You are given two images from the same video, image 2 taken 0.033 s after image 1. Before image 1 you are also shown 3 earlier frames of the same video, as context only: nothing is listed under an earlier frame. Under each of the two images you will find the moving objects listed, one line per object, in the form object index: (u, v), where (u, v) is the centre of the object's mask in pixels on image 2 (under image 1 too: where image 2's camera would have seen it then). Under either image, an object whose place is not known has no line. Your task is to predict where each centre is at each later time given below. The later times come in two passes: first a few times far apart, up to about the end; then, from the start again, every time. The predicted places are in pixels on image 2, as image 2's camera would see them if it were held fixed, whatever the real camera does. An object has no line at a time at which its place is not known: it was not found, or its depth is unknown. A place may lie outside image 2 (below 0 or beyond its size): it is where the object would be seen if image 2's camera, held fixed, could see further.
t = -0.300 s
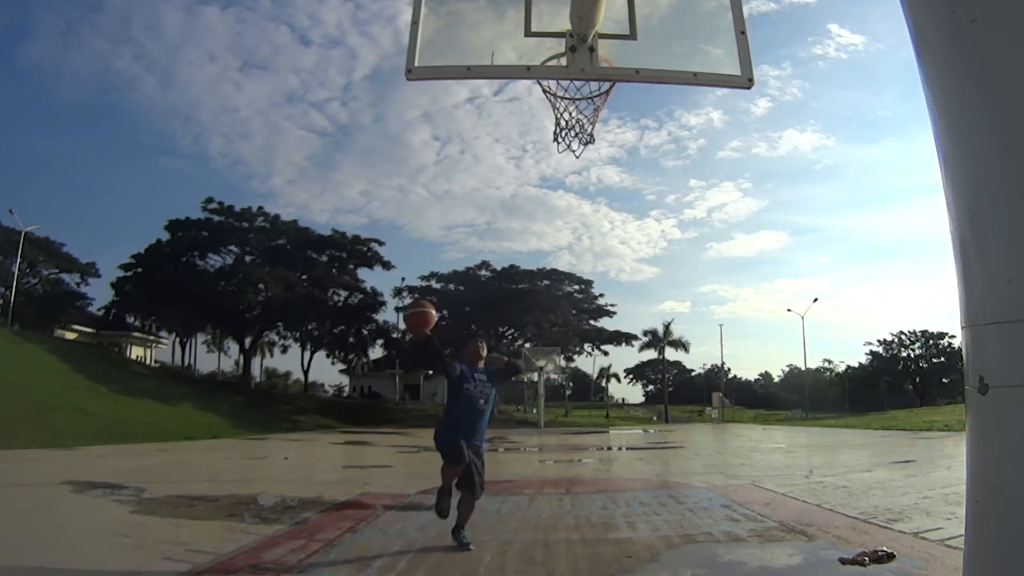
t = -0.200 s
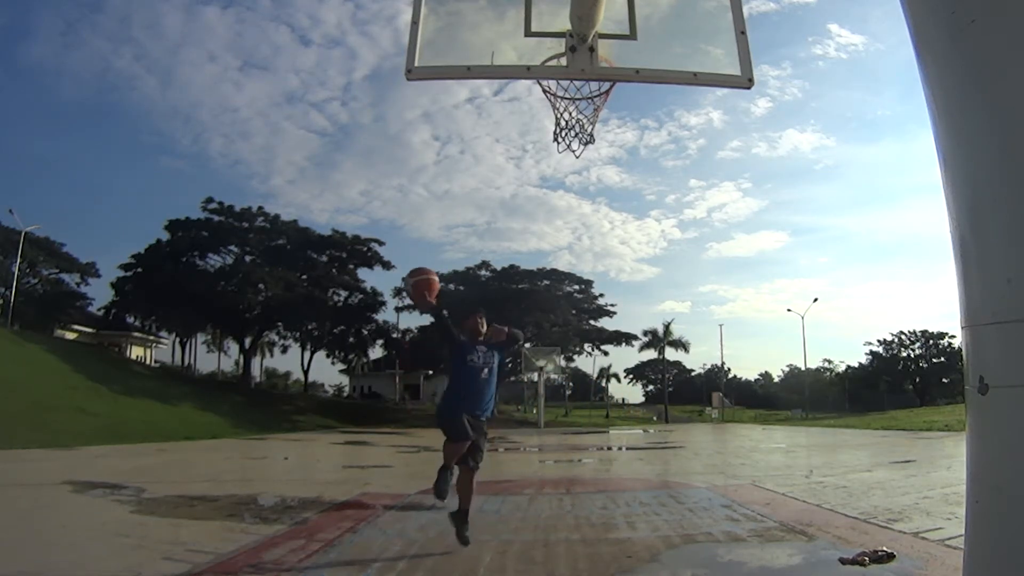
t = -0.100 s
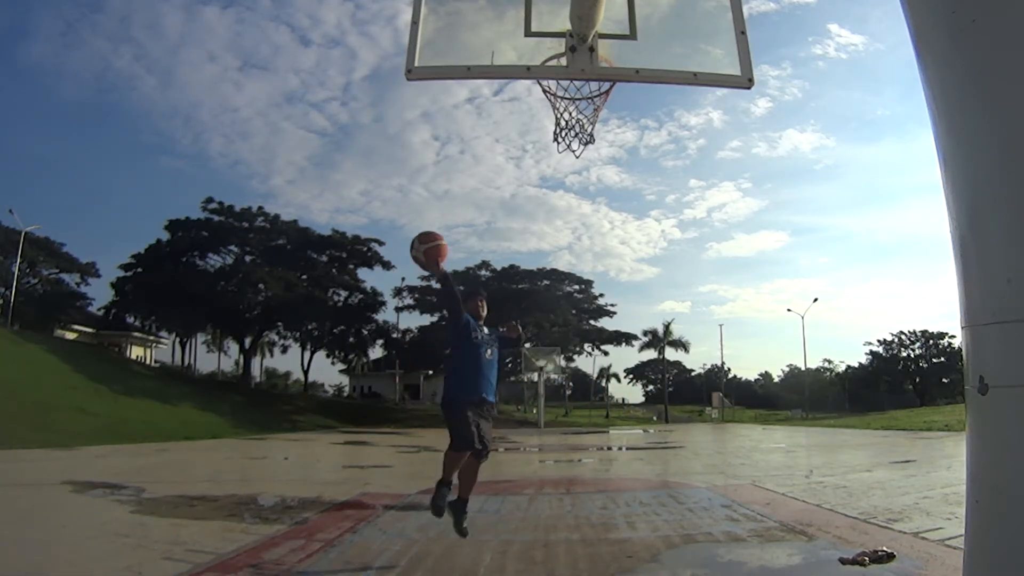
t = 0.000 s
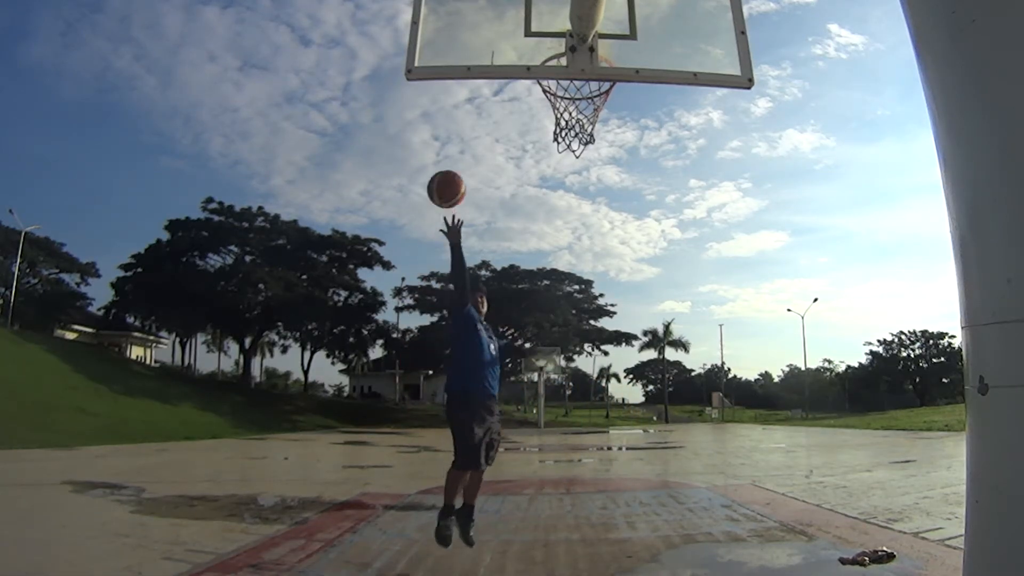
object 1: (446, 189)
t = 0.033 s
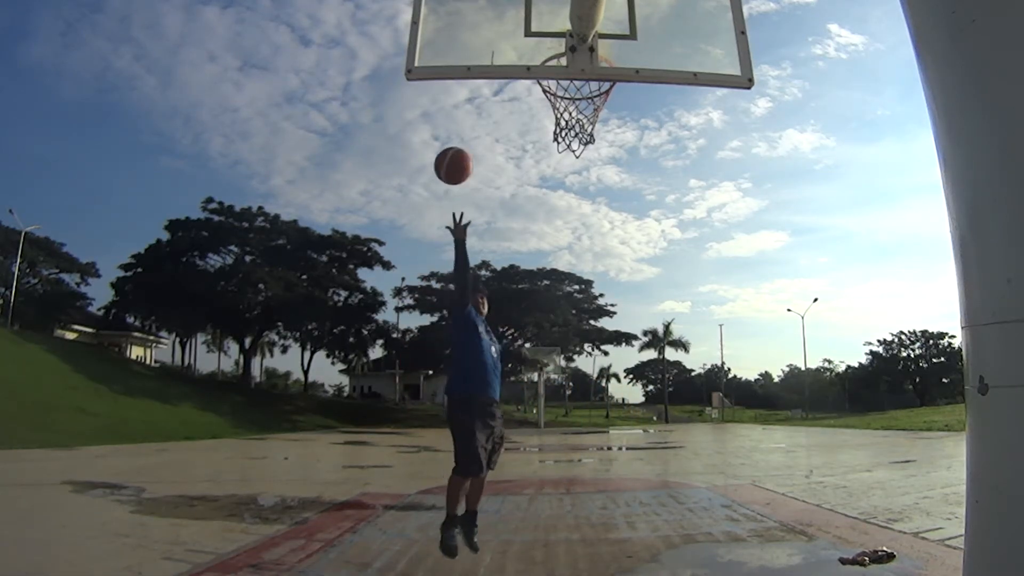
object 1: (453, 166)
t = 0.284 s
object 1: (507, 38)
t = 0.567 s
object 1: (552, 26)
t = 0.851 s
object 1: (584, 84)
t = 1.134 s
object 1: (568, 141)
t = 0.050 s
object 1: (457, 155)
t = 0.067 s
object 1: (461, 144)
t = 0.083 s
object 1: (464, 134)
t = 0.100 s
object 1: (468, 124)
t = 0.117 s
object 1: (472, 114)
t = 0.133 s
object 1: (475, 105)
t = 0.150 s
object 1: (479, 97)
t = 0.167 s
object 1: (483, 92)
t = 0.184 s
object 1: (486, 88)
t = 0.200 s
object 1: (489, 59)
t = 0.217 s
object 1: (493, 56)
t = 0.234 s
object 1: (497, 53)
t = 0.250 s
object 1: (501, 49)
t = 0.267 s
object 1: (504, 44)
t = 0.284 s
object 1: (507, 38)
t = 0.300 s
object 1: (510, 33)
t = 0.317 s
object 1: (512, 28)
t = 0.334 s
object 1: (519, 22)
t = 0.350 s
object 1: (523, 18)
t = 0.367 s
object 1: (527, 15)
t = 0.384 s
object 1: (531, 14)
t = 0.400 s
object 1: (533, 13)
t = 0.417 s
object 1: (535, 13)
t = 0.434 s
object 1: (537, 14)
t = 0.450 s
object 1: (539, 14)
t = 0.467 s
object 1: (541, 15)
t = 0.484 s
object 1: (543, 16)
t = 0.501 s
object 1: (547, 16)
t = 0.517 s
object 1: (548, 17)
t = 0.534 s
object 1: (549, 20)
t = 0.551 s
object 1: (550, 20)
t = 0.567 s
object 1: (552, 26)
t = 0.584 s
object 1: (553, 30)
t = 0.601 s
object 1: (554, 37)
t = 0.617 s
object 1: (554, 40)
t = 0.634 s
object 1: (555, 45)
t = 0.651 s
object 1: (555, 51)
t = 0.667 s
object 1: (556, 52)
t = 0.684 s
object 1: (557, 54)
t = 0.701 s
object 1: (568, 83)
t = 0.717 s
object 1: (570, 85)
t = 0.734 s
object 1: (572, 89)
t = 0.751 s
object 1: (573, 88)
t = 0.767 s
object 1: (575, 87)
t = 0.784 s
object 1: (576, 86)
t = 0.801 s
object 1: (578, 85)
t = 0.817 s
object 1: (581, 85)
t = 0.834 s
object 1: (583, 84)
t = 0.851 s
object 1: (584, 84)
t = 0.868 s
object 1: (585, 84)
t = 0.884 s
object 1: (588, 84)
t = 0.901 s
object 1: (590, 85)
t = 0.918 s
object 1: (590, 86)
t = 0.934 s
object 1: (587, 87)
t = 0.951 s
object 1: (586, 89)
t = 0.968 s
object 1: (584, 91)
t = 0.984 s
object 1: (582, 93)
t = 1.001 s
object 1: (581, 95)
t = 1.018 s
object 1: (579, 98)
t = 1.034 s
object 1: (576, 103)
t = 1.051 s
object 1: (576, 110)
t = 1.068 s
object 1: (574, 115)
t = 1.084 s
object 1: (572, 122)
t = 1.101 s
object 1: (570, 128)
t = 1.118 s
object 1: (569, 134)
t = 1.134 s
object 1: (568, 141)
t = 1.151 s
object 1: (568, 149)
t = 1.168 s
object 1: (566, 157)
